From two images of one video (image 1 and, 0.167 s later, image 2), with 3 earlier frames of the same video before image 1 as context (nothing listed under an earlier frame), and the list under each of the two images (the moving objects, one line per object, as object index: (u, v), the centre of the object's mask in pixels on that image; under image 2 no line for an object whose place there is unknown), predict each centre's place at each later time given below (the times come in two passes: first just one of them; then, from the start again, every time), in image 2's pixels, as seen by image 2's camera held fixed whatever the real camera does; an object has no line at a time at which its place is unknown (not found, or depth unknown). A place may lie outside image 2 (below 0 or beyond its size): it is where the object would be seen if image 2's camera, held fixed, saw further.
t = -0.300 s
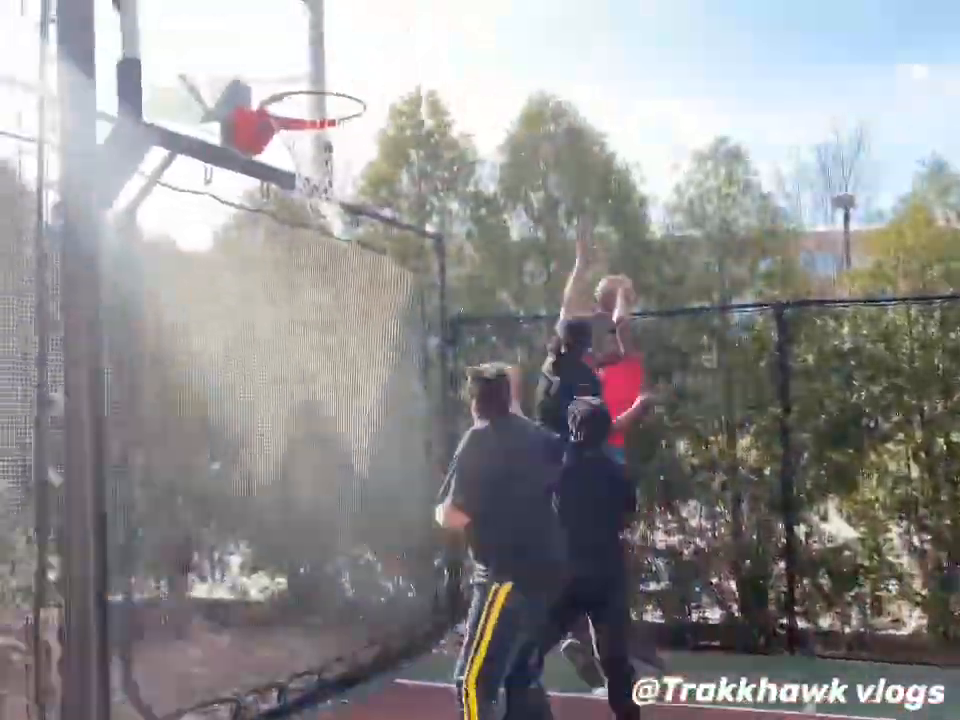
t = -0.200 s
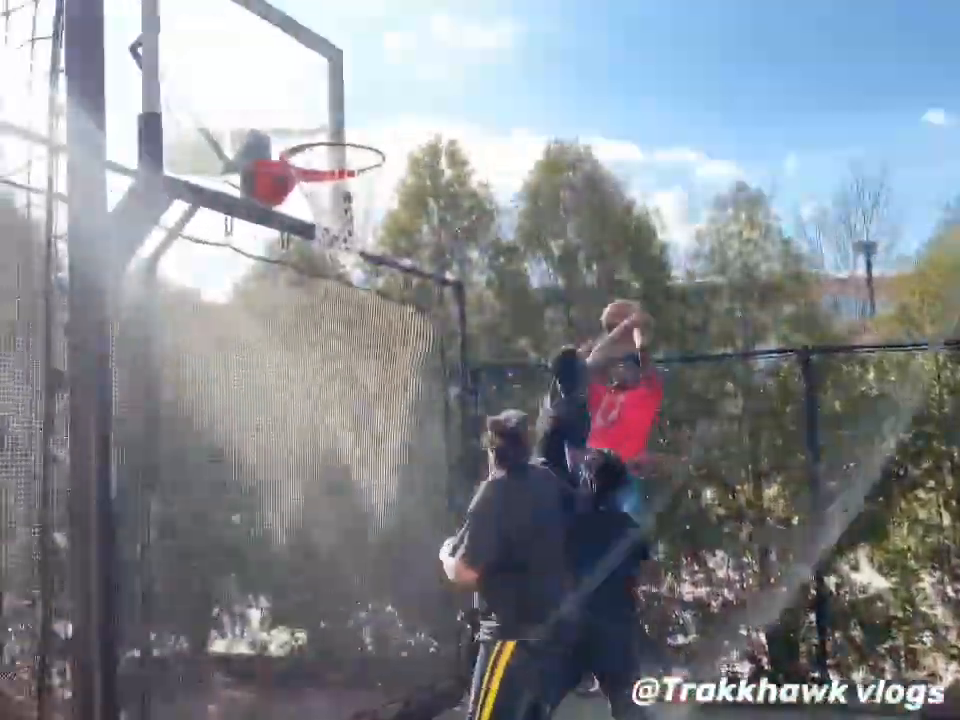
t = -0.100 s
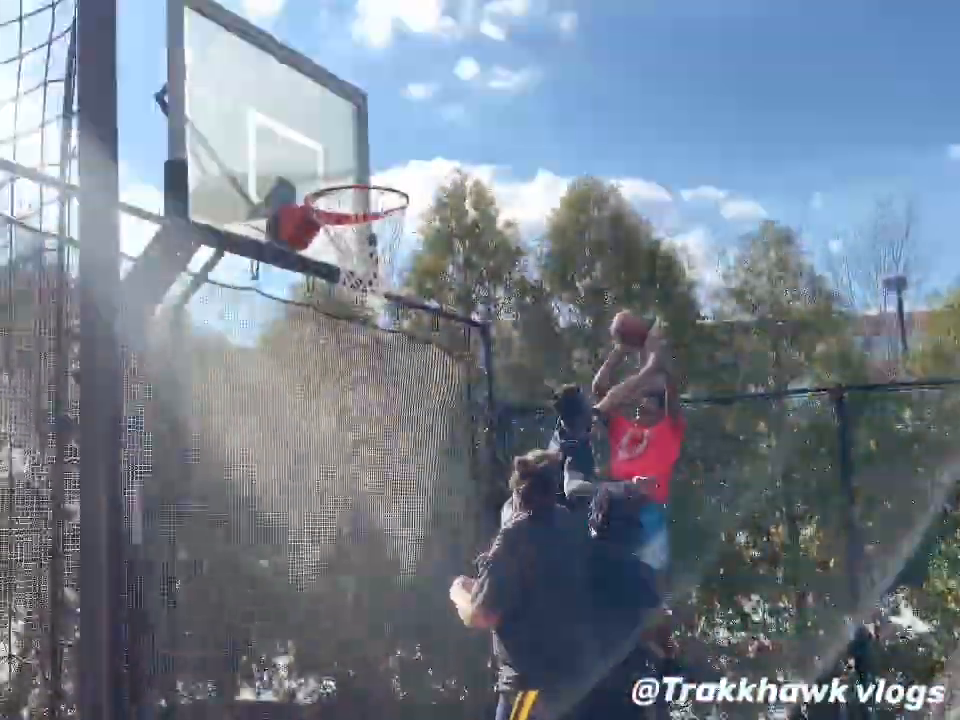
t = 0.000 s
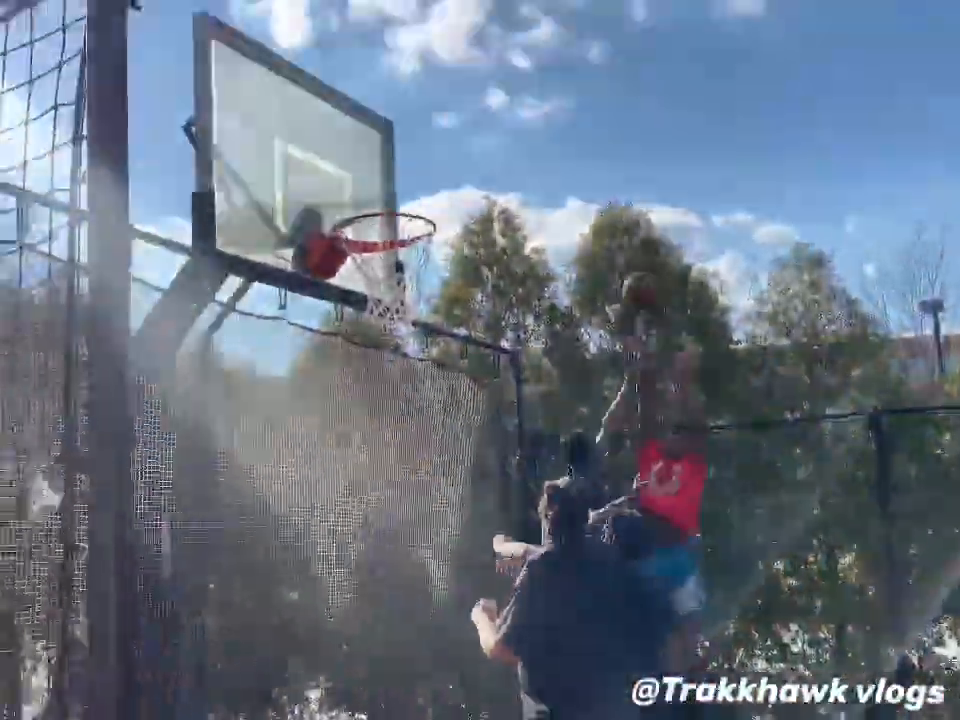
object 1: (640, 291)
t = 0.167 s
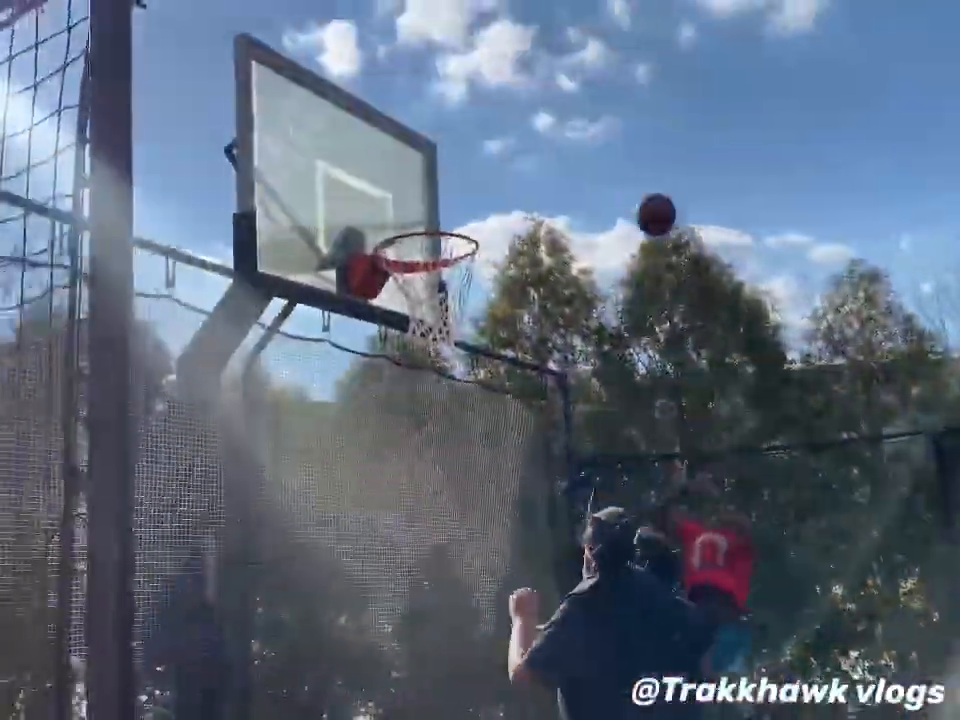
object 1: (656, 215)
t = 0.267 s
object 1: (634, 175)
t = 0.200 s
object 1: (649, 199)
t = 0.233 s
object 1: (641, 186)
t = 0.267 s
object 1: (634, 175)
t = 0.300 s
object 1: (627, 164)
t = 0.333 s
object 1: (620, 156)
